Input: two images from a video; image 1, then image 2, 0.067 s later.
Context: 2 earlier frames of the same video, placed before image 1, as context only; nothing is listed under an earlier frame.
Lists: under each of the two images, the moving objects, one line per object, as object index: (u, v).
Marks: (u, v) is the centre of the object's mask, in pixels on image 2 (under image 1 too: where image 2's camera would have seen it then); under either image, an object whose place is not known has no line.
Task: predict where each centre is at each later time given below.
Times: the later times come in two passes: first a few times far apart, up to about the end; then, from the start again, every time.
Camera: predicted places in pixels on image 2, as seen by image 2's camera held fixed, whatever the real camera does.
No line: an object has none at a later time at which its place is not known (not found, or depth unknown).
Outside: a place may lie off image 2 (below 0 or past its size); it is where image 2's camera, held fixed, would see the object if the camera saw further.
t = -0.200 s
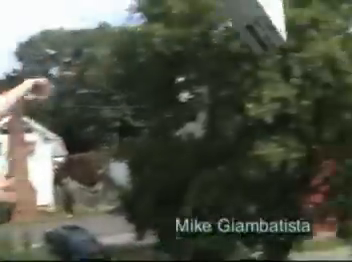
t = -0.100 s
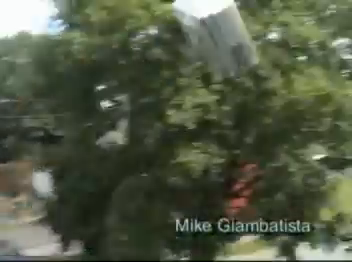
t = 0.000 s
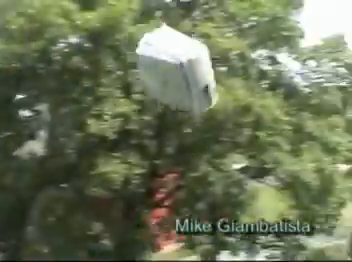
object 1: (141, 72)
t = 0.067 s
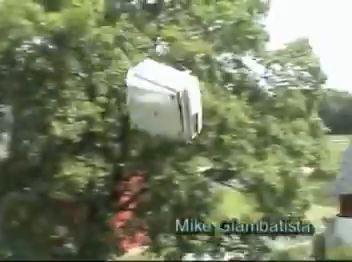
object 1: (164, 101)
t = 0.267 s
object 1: (213, 193)
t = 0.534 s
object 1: (265, 339)
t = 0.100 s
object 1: (174, 116)
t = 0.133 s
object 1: (183, 131)
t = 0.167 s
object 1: (192, 146)
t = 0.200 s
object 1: (200, 162)
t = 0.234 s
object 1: (206, 178)
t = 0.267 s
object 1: (213, 193)
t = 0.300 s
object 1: (221, 210)
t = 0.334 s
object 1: (229, 228)
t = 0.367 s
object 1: (236, 247)
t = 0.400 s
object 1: (242, 265)
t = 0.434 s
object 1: (249, 283)
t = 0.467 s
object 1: (255, 301)
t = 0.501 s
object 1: (261, 316)
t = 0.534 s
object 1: (265, 339)
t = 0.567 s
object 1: (272, 358)
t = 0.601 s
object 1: (276, 377)
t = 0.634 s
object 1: (280, 395)
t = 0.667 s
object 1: (286, 414)
